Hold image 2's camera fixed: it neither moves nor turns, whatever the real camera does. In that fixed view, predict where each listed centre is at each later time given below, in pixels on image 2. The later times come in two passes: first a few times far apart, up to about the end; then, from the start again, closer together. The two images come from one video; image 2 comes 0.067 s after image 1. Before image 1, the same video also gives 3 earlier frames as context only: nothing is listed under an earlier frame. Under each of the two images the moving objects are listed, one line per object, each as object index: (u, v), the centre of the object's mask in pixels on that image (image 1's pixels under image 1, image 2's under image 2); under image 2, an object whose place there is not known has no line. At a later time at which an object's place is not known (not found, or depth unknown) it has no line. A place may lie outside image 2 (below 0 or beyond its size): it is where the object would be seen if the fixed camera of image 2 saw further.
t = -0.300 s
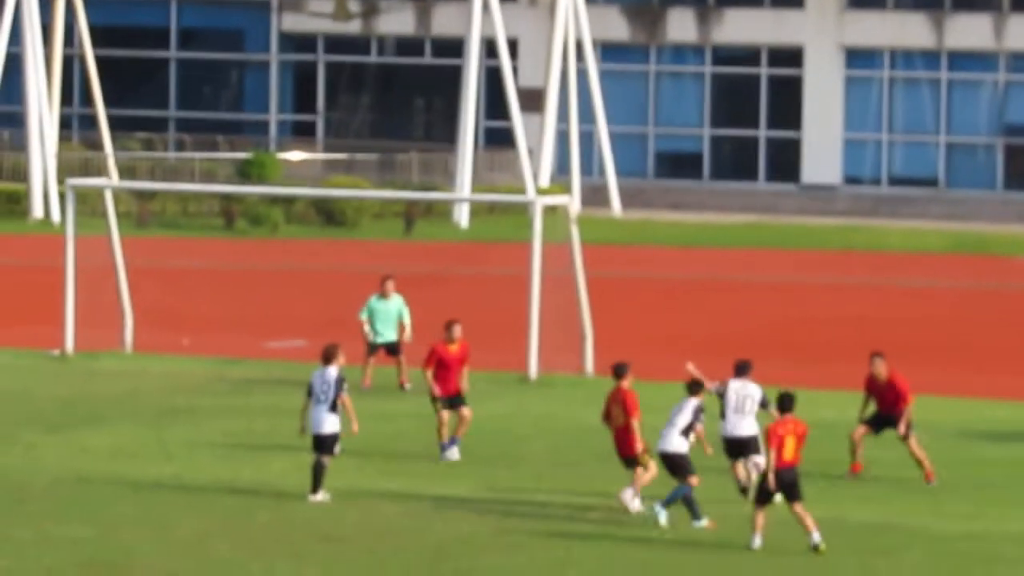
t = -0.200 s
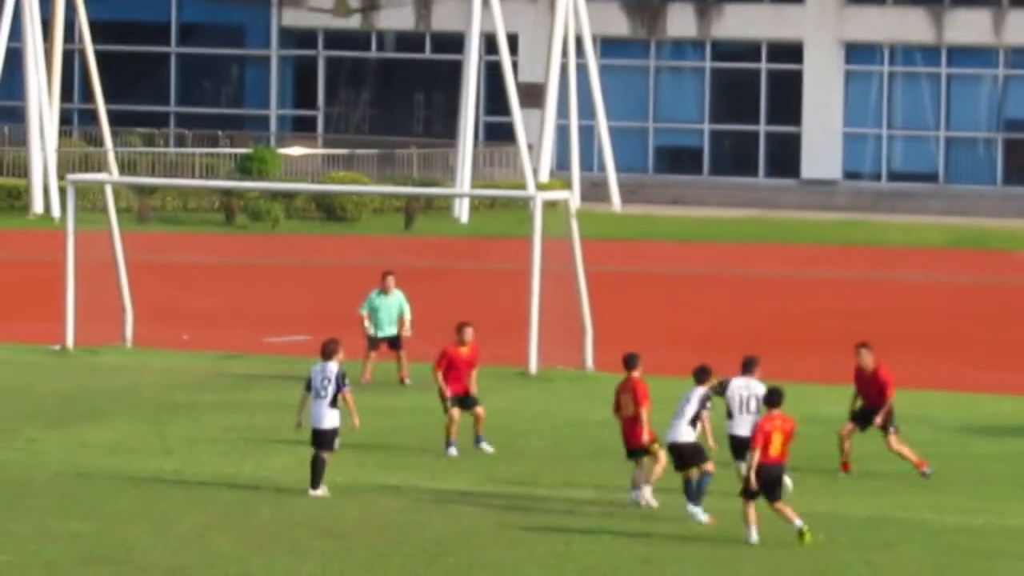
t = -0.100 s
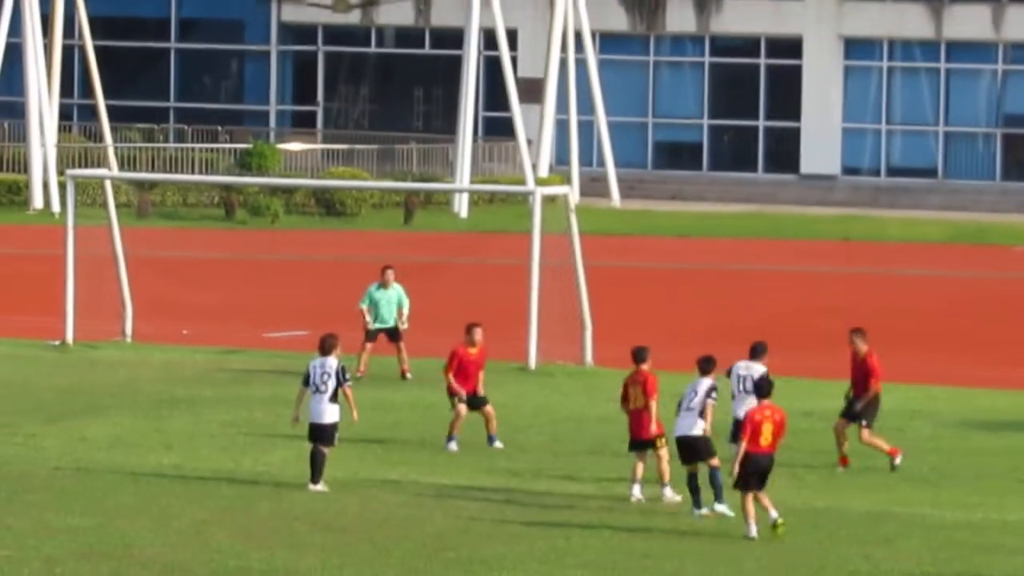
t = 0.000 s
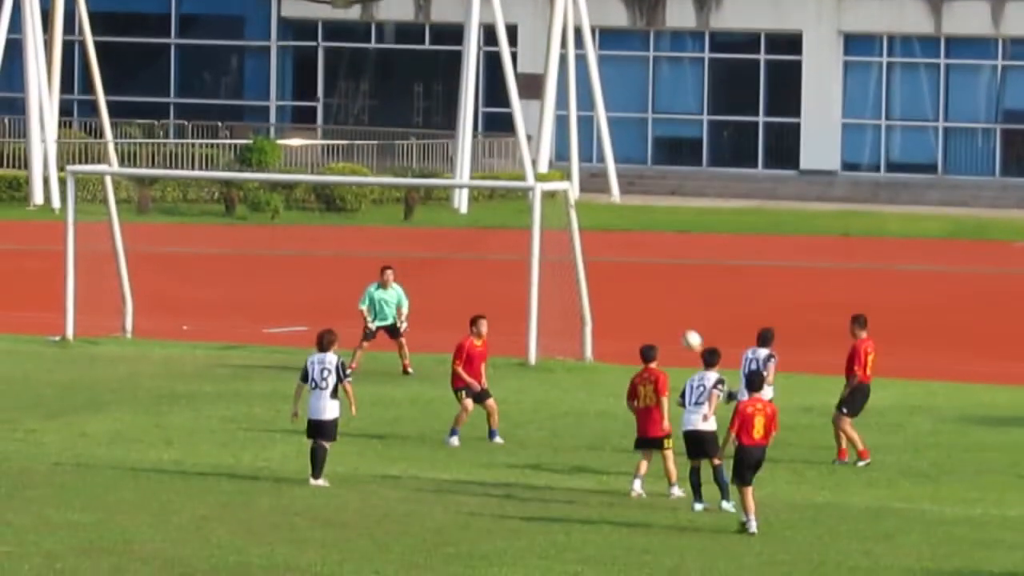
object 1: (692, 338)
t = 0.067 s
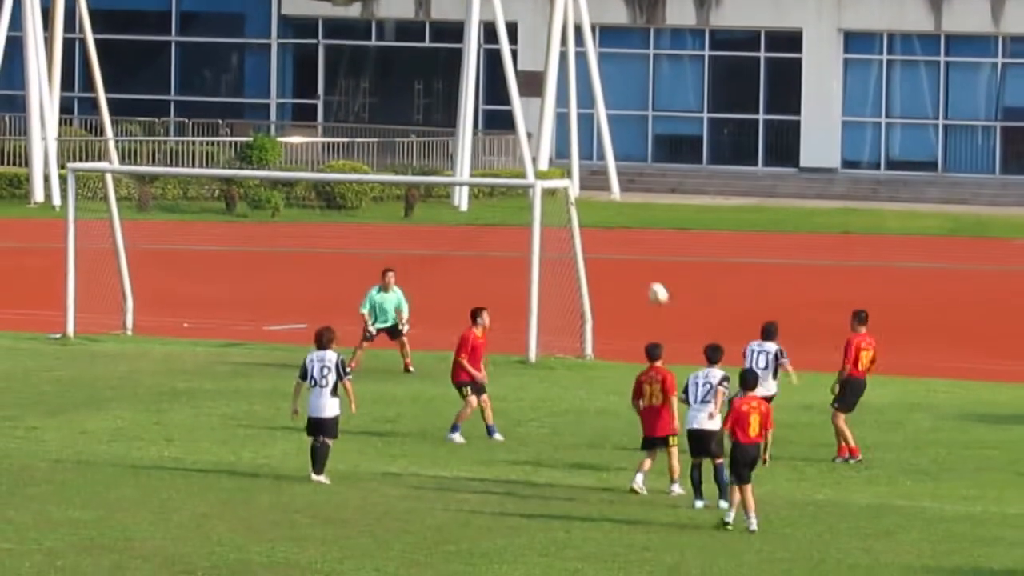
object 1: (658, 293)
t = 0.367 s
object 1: (514, 135)
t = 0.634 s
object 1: (401, 53)
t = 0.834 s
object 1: (321, 18)
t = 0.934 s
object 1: (283, 9)
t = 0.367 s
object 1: (514, 135)
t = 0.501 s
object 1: (457, 89)
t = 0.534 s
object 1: (442, 79)
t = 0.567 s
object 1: (429, 69)
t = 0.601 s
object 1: (415, 60)
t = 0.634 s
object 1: (401, 53)
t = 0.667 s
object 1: (387, 45)
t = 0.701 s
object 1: (374, 38)
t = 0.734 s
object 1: (360, 32)
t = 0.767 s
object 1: (347, 28)
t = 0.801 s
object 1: (333, 22)
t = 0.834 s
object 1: (321, 18)
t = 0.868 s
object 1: (308, 14)
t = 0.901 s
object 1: (296, 11)
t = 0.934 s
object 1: (283, 9)
